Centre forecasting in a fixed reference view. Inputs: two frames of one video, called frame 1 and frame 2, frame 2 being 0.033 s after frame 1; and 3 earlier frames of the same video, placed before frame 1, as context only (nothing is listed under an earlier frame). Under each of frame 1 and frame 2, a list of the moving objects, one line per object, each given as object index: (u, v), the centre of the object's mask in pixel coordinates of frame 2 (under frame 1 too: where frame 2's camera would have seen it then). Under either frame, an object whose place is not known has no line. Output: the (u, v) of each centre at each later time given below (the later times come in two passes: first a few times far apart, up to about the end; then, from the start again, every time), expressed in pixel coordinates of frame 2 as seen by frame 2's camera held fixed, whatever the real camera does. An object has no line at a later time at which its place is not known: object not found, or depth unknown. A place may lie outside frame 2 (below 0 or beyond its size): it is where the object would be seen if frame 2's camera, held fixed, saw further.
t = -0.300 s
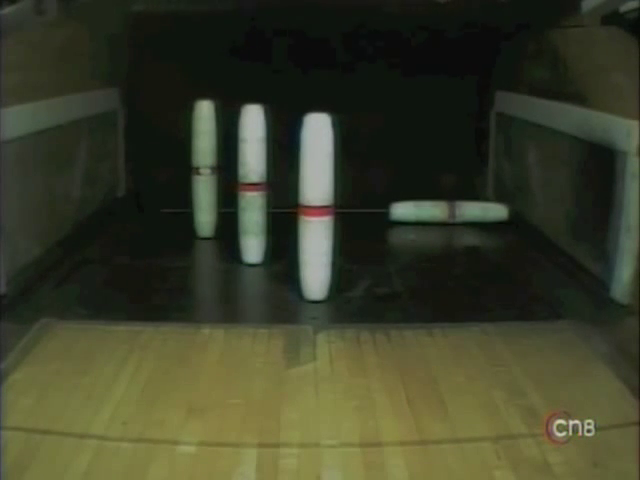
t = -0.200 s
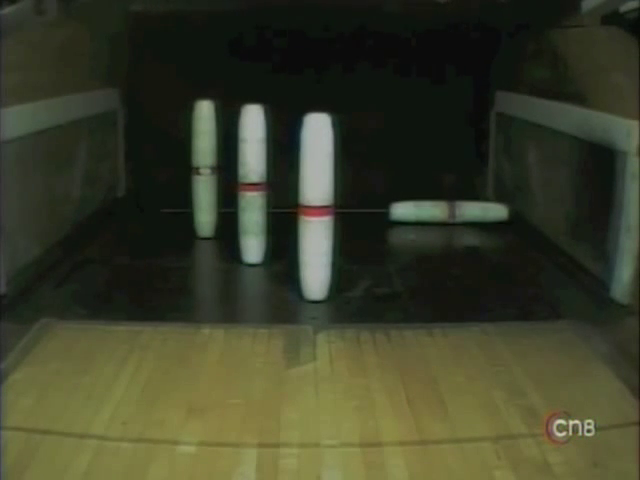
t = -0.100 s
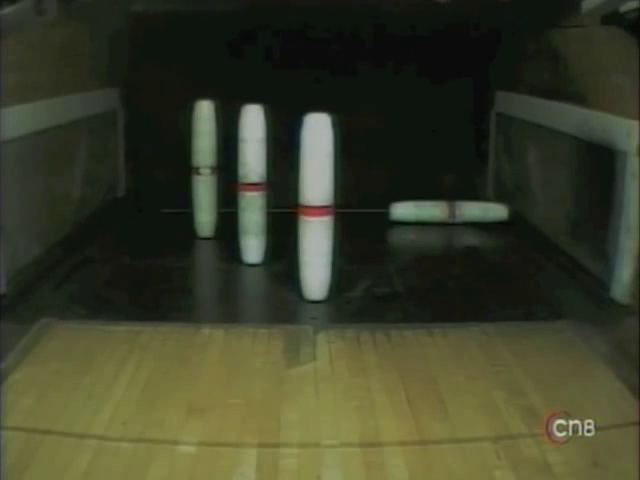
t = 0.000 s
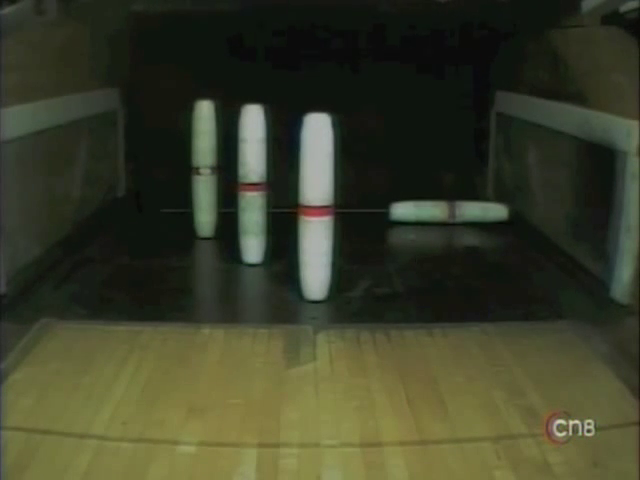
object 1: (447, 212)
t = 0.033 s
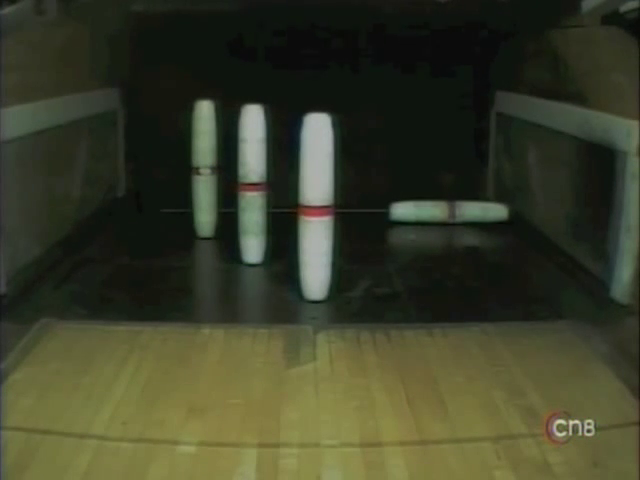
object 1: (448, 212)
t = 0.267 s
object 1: (448, 212)
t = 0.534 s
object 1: (448, 212)
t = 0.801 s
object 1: (448, 212)
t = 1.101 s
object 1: (447, 212)
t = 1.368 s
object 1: (448, 212)
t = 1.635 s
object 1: (447, 212)
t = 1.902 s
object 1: (447, 212)
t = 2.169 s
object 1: (447, 212)
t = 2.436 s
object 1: (448, 212)
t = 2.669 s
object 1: (456, 211)
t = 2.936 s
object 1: (465, 210)
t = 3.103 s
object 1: (465, 210)
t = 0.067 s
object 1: (448, 212)
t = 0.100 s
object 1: (447, 212)
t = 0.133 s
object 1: (447, 212)
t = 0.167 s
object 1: (447, 212)
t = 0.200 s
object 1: (447, 212)
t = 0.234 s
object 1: (447, 212)
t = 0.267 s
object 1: (448, 212)
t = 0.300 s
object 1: (448, 212)
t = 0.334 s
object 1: (448, 212)
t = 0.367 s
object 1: (447, 212)
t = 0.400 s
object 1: (448, 212)
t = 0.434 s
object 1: (448, 212)
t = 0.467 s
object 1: (448, 212)
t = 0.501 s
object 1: (448, 212)
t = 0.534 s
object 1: (448, 212)
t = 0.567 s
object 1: (448, 212)
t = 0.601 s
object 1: (448, 212)
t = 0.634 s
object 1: (448, 211)
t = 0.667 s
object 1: (448, 212)
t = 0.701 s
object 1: (448, 212)
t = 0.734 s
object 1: (448, 212)
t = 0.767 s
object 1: (448, 212)
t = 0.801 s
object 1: (448, 212)
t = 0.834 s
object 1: (448, 212)
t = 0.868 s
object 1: (447, 212)
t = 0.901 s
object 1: (447, 212)
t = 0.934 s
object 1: (448, 212)
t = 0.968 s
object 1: (448, 212)
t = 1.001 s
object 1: (448, 212)
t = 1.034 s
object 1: (448, 212)
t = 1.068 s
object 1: (447, 212)
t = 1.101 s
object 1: (447, 212)
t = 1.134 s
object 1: (448, 212)
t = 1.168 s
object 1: (447, 212)
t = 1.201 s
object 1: (447, 212)
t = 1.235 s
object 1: (447, 212)
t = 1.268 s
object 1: (448, 212)
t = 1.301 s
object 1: (447, 212)
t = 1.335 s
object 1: (448, 212)
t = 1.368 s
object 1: (448, 212)
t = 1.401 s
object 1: (448, 212)
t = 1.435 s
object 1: (447, 212)
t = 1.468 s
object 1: (447, 212)
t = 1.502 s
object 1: (447, 212)
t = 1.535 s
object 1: (447, 212)
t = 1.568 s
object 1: (447, 212)
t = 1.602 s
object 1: (447, 212)
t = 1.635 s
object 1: (447, 212)
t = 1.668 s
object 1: (447, 212)
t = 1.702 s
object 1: (447, 212)
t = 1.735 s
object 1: (447, 212)
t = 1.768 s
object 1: (447, 212)
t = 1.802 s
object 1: (447, 212)
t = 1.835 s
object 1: (447, 212)
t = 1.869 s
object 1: (447, 212)
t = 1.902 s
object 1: (447, 212)
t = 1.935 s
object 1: (447, 212)
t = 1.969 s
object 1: (447, 212)
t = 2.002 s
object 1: (447, 212)
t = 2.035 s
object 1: (447, 212)
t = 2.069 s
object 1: (447, 212)
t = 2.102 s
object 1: (448, 212)
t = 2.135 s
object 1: (447, 212)
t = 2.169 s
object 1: (447, 212)
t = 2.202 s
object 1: (447, 212)
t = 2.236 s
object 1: (447, 212)
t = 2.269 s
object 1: (448, 212)
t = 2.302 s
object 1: (448, 212)
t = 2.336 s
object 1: (448, 212)
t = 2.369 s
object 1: (448, 212)
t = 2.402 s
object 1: (448, 212)
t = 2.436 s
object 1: (448, 212)
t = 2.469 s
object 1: (448, 212)
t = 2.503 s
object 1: (448, 212)
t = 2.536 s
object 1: (449, 212)
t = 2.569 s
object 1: (450, 212)
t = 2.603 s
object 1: (452, 211)
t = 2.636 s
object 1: (454, 211)
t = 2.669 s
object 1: (456, 211)
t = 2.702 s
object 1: (461, 211)
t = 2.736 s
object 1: (463, 211)
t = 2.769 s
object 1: (463, 211)
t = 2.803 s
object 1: (464, 210)
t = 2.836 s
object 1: (464, 210)
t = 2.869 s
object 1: (464, 210)
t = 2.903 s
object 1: (464, 210)
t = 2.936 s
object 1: (465, 210)
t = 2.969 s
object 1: (465, 210)
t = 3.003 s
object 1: (465, 210)
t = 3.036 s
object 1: (465, 210)
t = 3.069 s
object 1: (465, 210)
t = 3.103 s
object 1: (465, 210)
